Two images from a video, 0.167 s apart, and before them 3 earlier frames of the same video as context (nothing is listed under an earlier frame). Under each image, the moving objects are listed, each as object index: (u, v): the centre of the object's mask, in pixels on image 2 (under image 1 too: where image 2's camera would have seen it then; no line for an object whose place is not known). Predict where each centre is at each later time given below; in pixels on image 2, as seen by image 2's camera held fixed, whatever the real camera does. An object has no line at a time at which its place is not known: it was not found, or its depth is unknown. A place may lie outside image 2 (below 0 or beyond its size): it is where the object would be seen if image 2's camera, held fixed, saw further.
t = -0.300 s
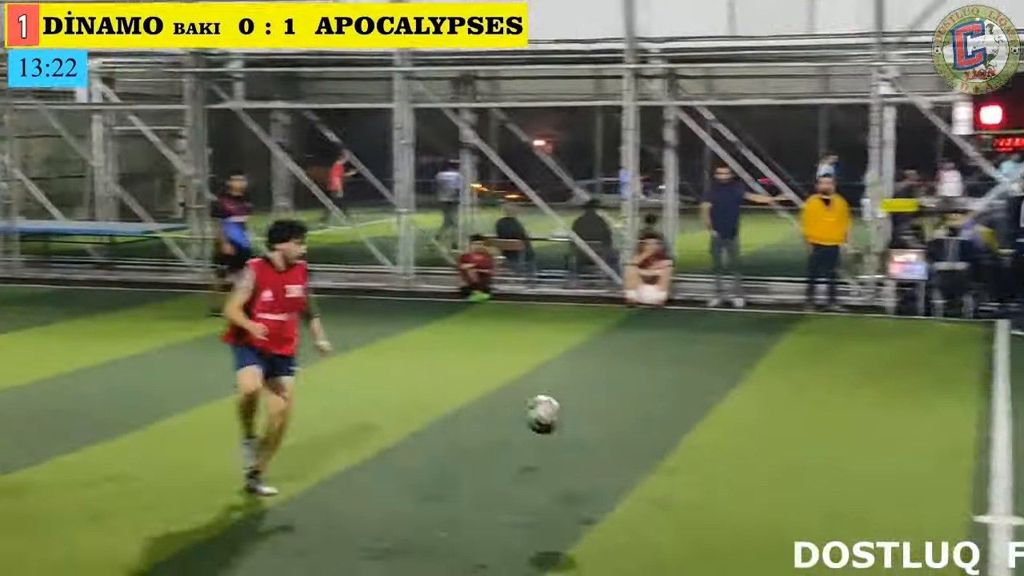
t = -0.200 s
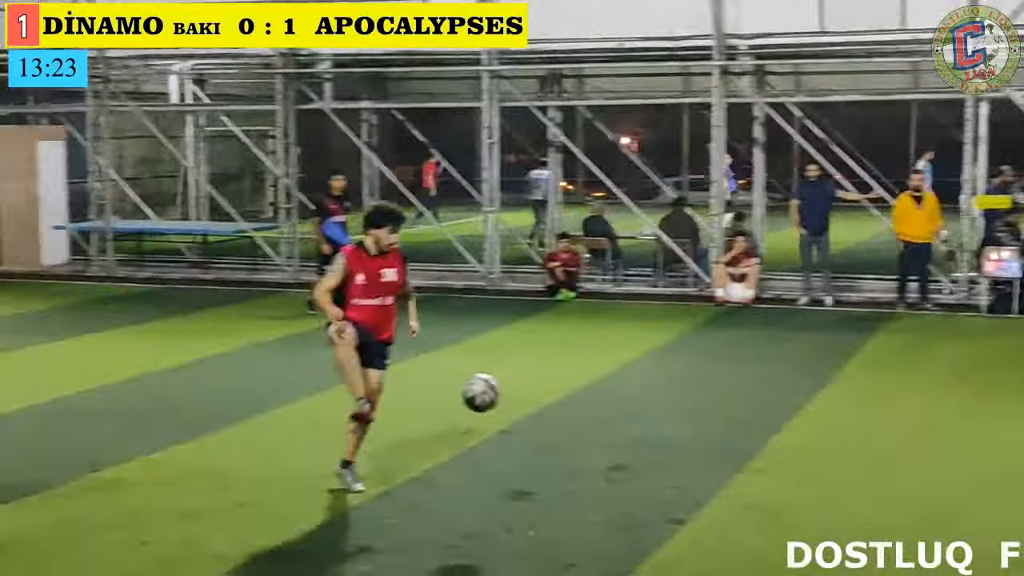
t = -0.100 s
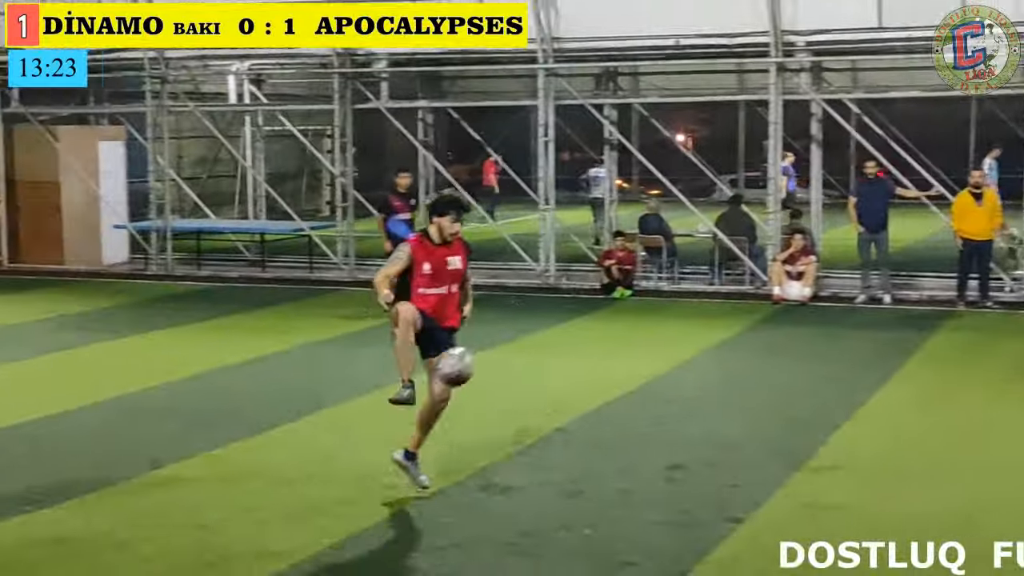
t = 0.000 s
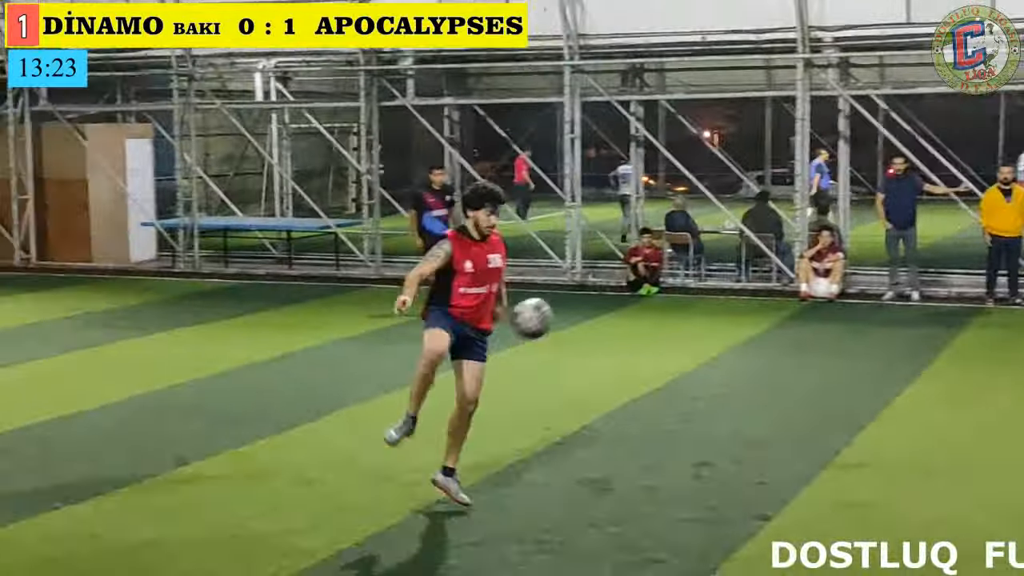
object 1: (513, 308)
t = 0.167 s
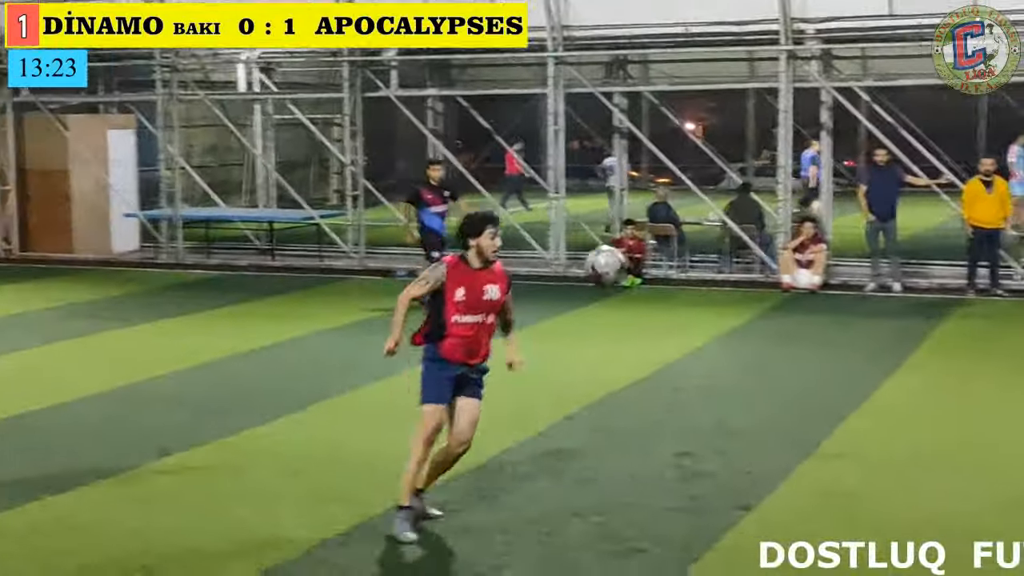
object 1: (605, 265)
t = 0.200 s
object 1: (623, 261)
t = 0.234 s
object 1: (641, 259)
